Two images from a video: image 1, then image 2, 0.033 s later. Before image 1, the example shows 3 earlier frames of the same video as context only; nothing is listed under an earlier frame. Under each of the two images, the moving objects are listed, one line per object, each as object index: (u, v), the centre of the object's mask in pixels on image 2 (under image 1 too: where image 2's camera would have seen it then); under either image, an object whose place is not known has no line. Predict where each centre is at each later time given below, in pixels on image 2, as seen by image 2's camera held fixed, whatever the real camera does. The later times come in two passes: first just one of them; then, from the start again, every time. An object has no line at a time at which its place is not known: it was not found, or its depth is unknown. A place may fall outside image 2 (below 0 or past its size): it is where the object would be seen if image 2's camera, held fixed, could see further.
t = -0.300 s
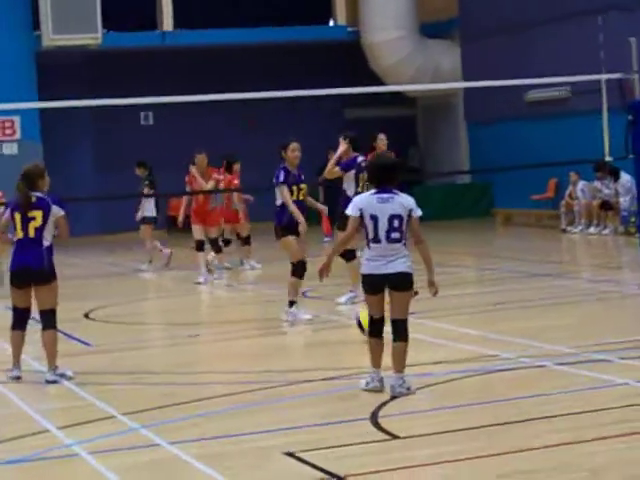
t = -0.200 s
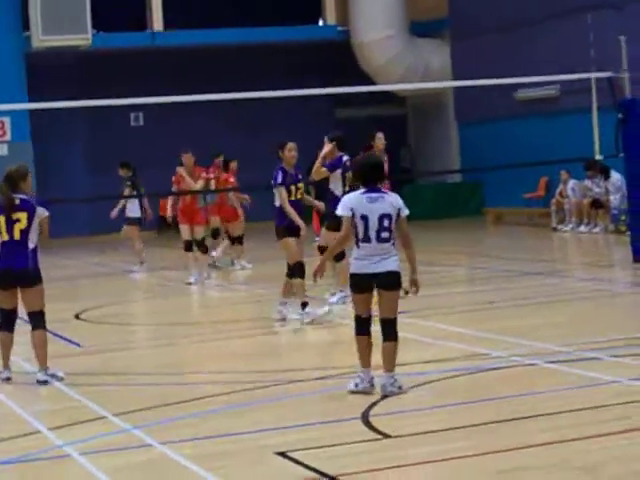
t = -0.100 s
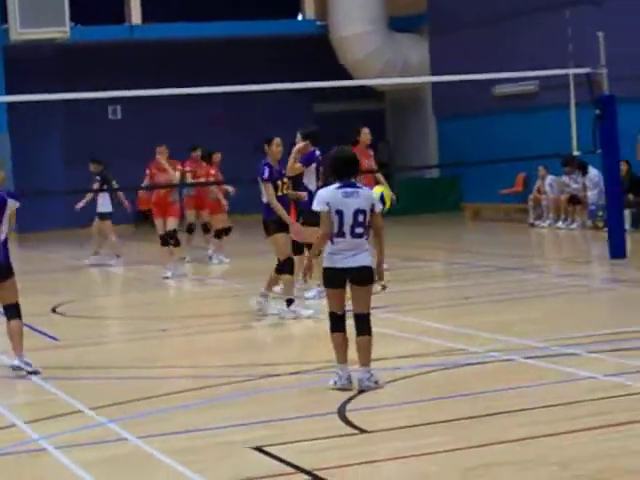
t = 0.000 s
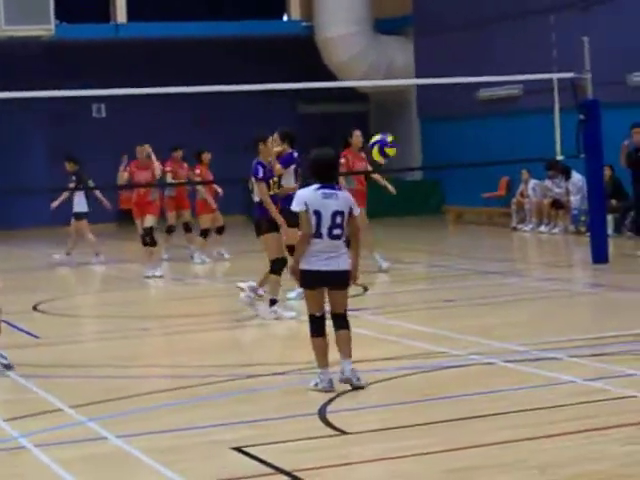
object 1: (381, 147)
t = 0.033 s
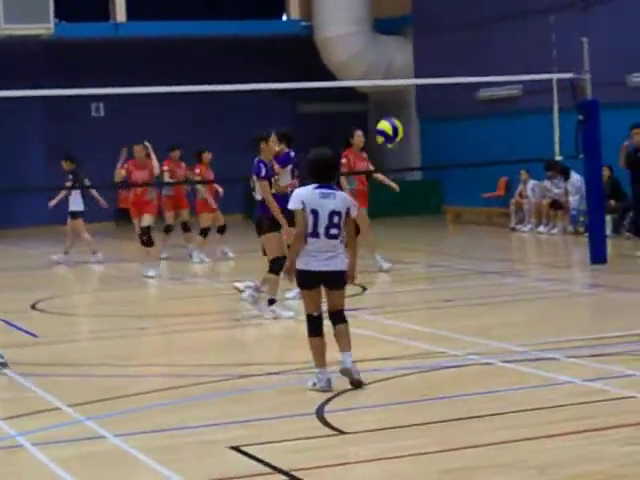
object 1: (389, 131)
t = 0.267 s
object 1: (448, 64)
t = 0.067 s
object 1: (397, 118)
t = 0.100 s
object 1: (405, 105)
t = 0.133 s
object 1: (413, 96)
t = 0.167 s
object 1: (422, 85)
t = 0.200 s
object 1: (429, 76)
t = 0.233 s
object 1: (439, 69)
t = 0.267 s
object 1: (448, 64)
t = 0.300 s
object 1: (458, 60)
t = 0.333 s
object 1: (467, 57)
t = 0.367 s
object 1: (476, 56)
